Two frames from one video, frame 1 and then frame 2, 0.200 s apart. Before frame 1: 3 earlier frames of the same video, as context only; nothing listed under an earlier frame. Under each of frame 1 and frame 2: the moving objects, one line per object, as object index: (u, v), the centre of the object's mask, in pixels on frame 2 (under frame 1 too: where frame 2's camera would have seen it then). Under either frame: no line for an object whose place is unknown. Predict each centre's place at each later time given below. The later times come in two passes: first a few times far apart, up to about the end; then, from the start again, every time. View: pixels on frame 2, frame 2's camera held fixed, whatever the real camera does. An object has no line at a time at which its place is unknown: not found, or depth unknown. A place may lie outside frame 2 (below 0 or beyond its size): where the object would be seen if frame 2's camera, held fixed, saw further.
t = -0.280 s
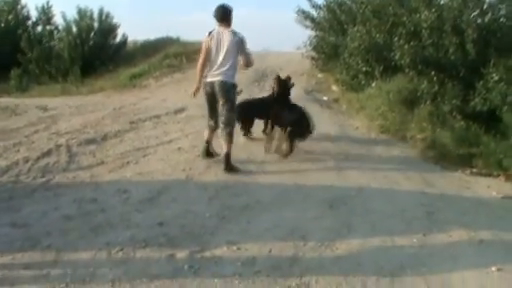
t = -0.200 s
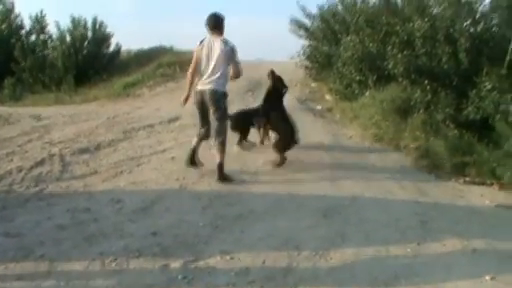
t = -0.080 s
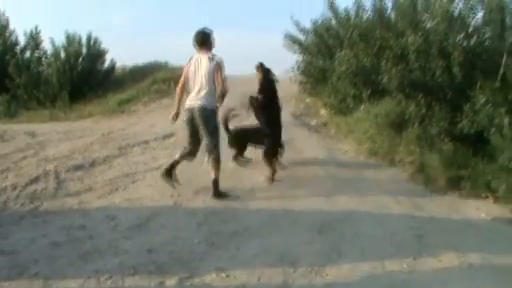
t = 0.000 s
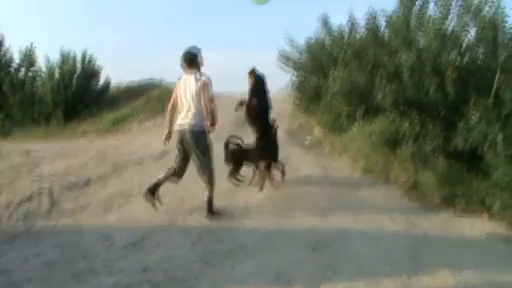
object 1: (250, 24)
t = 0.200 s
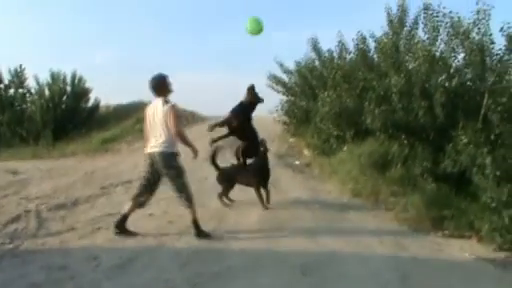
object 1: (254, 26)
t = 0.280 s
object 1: (256, 30)
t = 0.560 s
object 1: (266, 50)
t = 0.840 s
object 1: (276, 71)
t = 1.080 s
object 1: (280, 92)
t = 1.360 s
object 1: (277, 117)
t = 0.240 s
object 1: (255, 28)
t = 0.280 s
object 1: (256, 30)
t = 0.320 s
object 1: (258, 33)
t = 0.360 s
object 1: (259, 36)
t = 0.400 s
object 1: (260, 38)
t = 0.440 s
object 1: (262, 41)
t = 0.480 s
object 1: (263, 44)
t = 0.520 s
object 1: (265, 47)
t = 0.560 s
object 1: (266, 50)
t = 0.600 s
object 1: (268, 53)
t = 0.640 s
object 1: (269, 56)
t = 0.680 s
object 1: (270, 59)
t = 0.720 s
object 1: (272, 62)
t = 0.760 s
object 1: (273, 64)
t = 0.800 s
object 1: (274, 67)
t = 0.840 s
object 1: (276, 71)
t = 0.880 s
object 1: (277, 74)
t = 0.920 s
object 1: (278, 79)
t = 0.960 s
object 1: (278, 82)
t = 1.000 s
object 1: (278, 85)
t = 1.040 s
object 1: (279, 89)
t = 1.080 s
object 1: (280, 92)
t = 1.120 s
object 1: (280, 96)
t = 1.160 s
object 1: (281, 100)
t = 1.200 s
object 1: (280, 104)
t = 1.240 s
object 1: (280, 107)
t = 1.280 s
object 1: (280, 110)
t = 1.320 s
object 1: (279, 115)
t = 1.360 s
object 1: (277, 117)
